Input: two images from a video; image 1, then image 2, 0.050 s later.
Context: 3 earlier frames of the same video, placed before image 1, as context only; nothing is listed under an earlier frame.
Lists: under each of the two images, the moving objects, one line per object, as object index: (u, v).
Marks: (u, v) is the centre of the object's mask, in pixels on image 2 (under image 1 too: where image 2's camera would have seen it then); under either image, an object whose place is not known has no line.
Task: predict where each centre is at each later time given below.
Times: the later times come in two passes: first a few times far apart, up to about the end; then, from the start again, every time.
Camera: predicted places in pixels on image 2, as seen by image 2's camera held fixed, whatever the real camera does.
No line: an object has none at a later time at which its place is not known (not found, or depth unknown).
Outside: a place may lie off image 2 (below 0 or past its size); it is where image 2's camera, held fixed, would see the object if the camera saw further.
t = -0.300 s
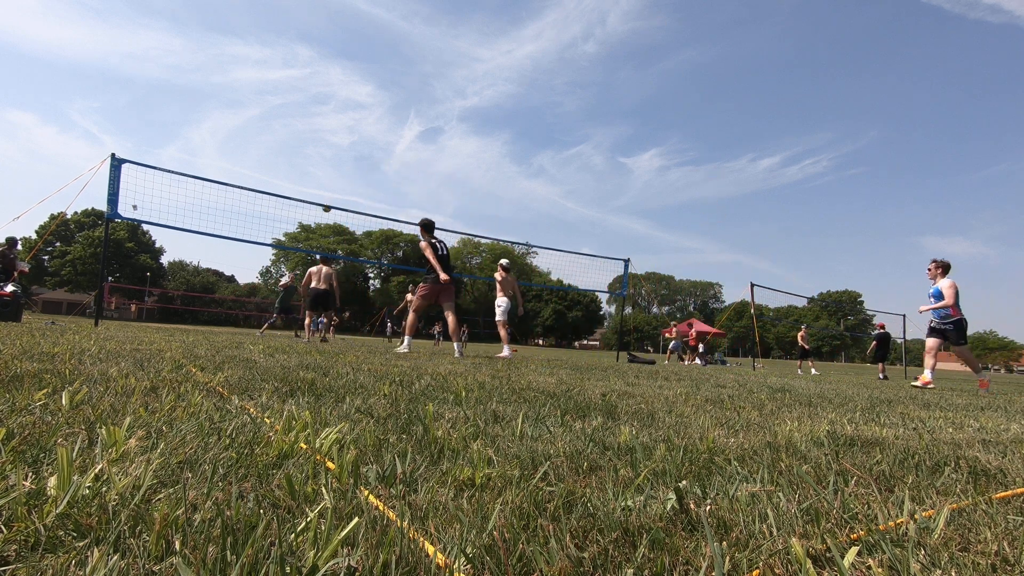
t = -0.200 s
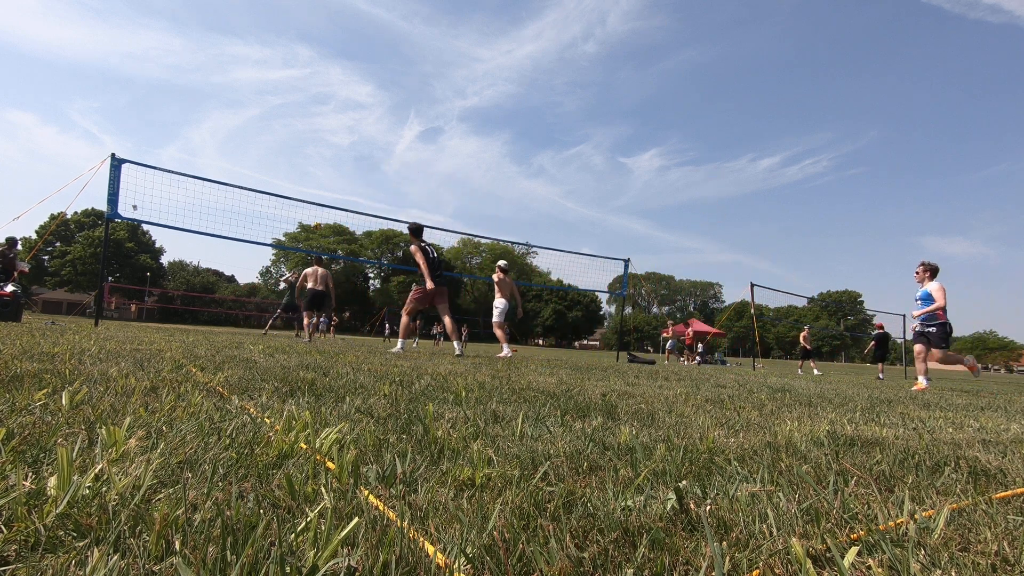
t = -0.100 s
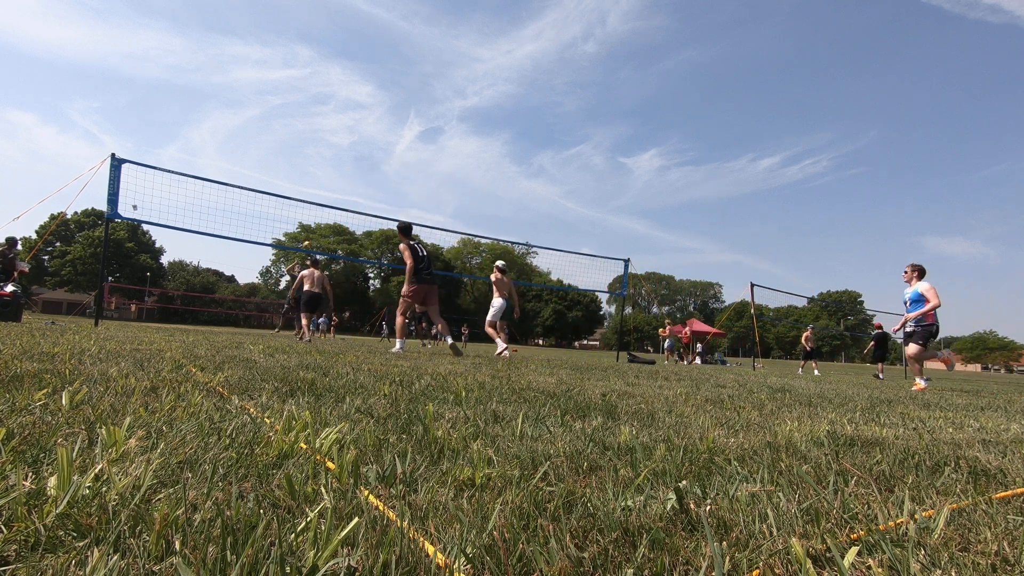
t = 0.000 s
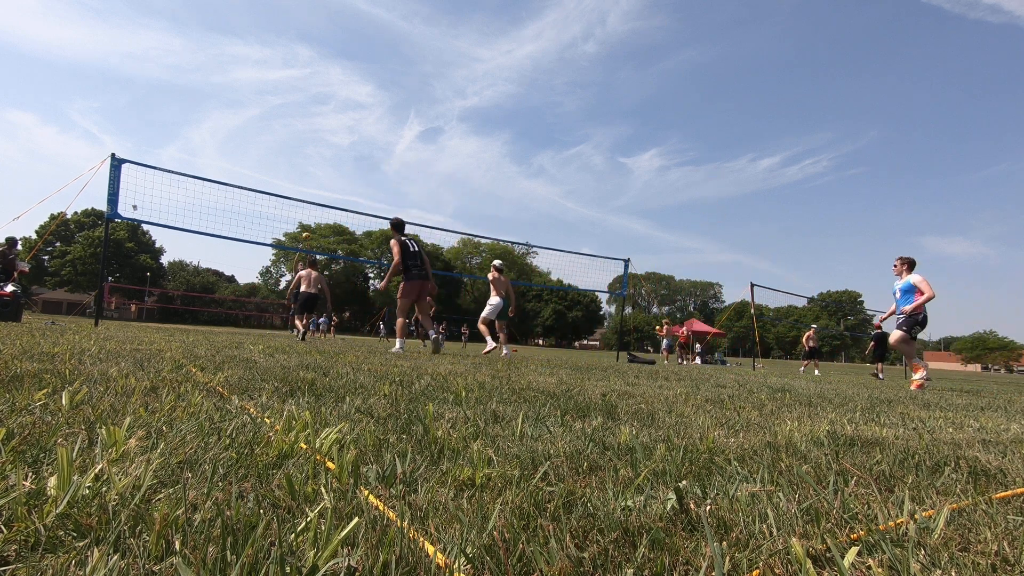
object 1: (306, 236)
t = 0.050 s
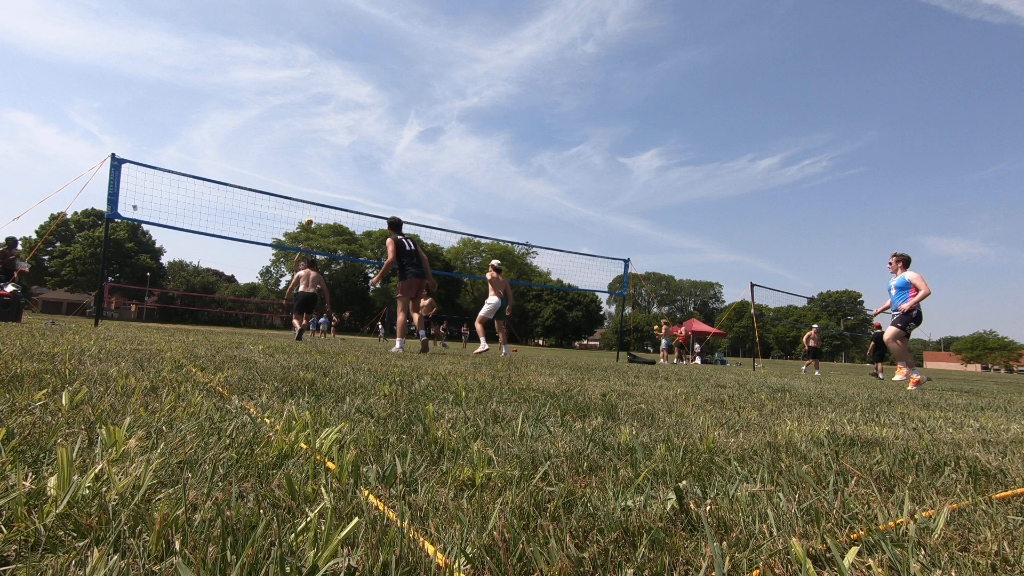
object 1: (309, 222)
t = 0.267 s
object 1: (318, 169)
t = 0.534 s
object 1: (329, 128)
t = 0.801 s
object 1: (338, 113)
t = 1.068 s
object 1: (345, 127)
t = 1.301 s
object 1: (348, 163)
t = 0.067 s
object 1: (309, 217)
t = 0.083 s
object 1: (310, 213)
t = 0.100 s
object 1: (311, 208)
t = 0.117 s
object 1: (311, 204)
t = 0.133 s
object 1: (312, 199)
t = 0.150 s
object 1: (313, 195)
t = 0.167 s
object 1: (314, 191)
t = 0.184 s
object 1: (314, 187)
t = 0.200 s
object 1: (315, 183)
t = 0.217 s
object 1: (316, 179)
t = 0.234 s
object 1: (316, 176)
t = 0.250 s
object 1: (317, 172)
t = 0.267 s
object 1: (318, 169)
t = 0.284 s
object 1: (319, 165)
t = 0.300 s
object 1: (319, 162)
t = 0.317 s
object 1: (320, 159)
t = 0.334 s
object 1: (321, 156)
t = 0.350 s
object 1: (322, 153)
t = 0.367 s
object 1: (322, 150)
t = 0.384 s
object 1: (323, 148)
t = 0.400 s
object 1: (324, 145)
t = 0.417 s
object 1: (324, 143)
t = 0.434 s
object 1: (325, 140)
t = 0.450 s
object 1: (326, 138)
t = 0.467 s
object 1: (326, 136)
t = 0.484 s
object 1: (327, 133)
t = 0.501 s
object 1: (328, 132)
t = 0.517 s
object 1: (328, 129)
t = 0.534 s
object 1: (329, 128)
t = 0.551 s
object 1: (330, 126)
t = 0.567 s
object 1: (330, 124)
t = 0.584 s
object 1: (331, 123)
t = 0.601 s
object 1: (331, 122)
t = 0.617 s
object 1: (332, 120)
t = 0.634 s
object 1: (333, 119)
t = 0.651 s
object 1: (333, 118)
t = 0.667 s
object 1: (334, 117)
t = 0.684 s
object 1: (334, 116)
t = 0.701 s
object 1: (335, 116)
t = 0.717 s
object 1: (335, 115)
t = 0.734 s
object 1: (336, 114)
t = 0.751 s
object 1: (337, 114)
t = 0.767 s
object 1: (337, 114)
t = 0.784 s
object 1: (337, 113)
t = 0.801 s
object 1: (338, 113)
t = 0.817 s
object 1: (338, 113)
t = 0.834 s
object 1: (339, 113)
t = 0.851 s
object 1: (339, 114)
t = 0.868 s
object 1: (340, 114)
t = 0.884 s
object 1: (340, 114)
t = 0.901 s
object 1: (341, 115)
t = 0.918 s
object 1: (341, 116)
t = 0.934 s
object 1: (342, 116)
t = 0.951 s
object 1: (342, 117)
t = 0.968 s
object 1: (343, 118)
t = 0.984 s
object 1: (343, 119)
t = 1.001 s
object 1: (343, 121)
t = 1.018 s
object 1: (344, 122)
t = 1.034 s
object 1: (344, 124)
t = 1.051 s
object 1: (345, 125)
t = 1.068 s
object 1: (345, 127)
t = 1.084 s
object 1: (345, 129)
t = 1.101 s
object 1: (346, 131)
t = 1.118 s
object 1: (346, 133)
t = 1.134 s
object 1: (346, 135)
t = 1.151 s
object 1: (346, 137)
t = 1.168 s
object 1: (347, 139)
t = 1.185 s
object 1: (347, 142)
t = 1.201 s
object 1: (347, 144)
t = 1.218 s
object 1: (348, 147)
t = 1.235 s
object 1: (348, 150)
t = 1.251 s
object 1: (348, 153)
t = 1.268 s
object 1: (348, 156)
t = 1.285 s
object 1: (348, 160)
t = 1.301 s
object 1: (348, 163)
